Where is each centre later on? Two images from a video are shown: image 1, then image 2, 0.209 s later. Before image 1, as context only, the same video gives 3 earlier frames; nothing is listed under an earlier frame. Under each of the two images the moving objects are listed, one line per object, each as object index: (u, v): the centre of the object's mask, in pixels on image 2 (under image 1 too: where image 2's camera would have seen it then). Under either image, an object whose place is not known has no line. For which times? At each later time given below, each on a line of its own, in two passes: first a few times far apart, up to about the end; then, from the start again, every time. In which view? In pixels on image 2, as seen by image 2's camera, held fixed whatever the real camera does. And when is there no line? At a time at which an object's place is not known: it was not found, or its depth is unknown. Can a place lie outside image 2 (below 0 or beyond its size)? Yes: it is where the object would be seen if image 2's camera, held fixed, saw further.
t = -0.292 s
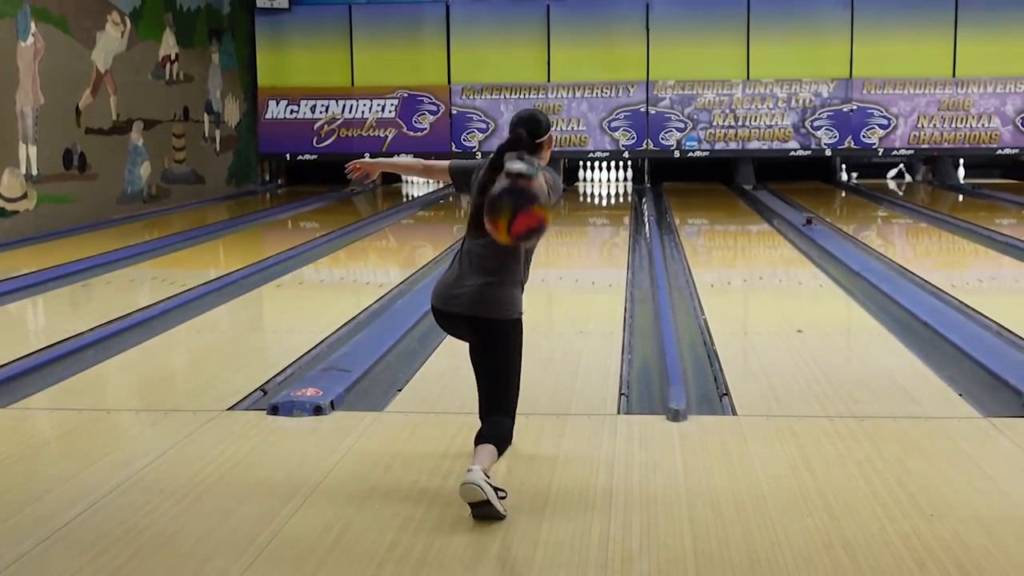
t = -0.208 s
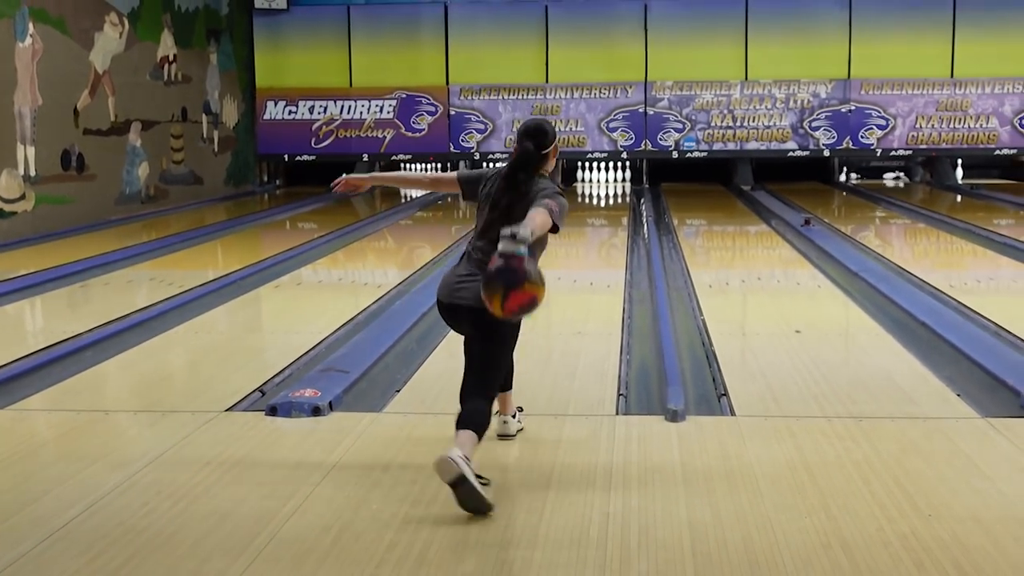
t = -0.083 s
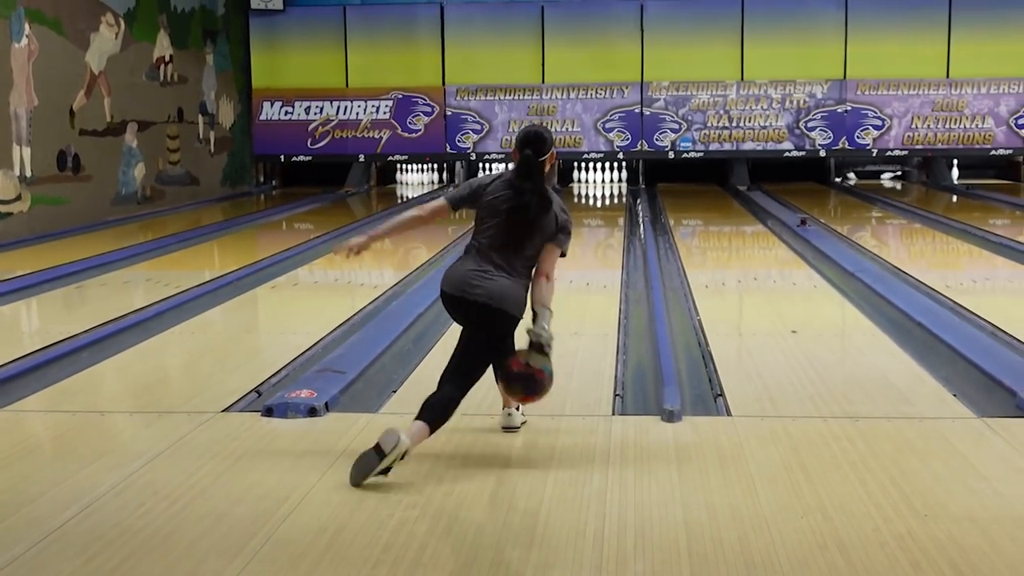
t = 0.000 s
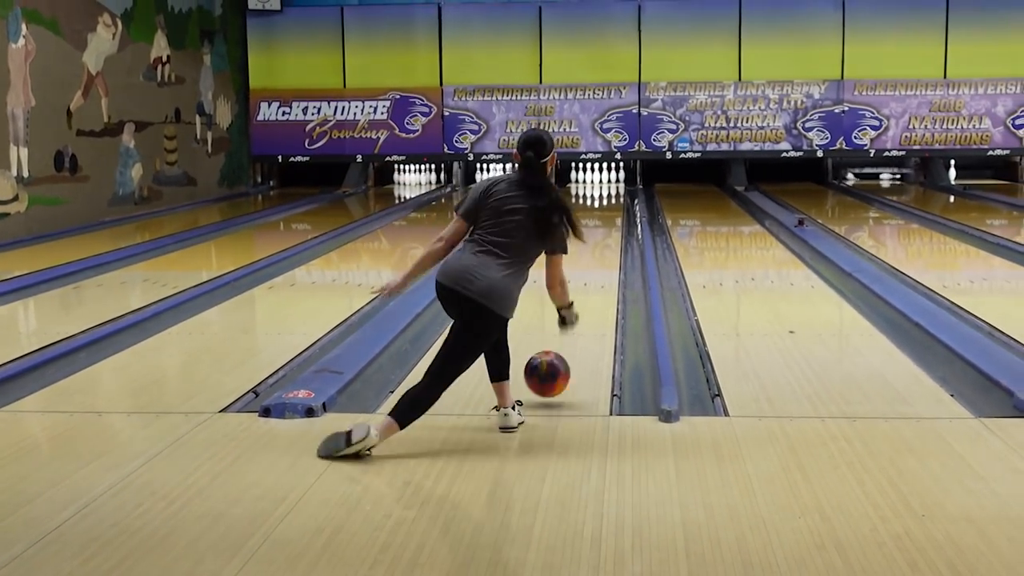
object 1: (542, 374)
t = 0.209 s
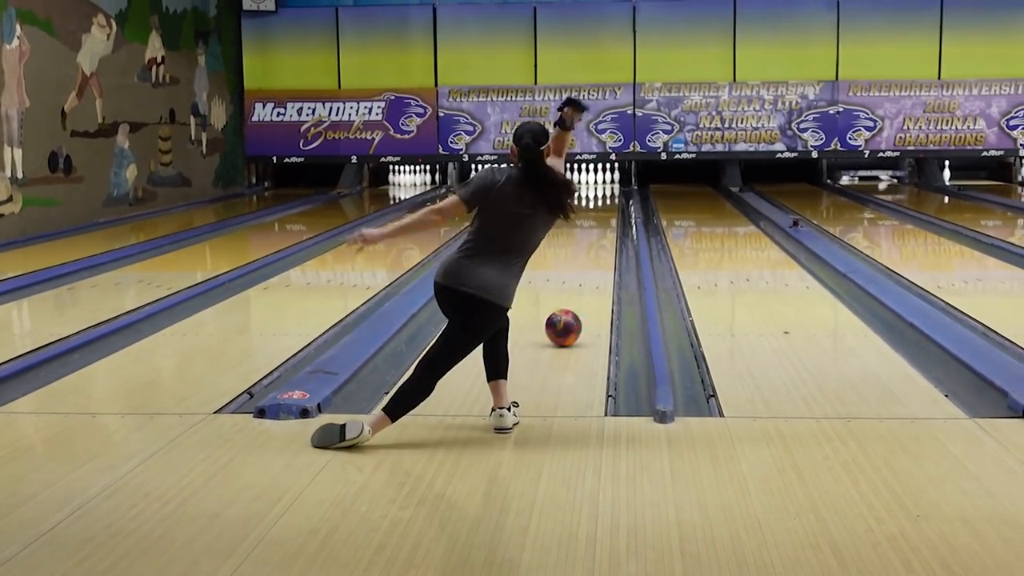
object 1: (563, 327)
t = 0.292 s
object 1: (569, 310)
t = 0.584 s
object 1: (584, 269)
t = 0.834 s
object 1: (592, 245)
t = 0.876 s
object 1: (593, 242)
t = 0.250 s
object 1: (566, 318)
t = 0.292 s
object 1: (569, 310)
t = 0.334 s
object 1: (572, 303)
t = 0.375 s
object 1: (574, 296)
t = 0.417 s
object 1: (577, 290)
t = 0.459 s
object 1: (579, 284)
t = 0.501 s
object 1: (580, 279)
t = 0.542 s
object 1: (582, 273)
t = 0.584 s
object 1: (584, 269)
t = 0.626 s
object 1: (585, 264)
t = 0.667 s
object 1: (587, 260)
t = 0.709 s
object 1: (588, 256)
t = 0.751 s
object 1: (589, 252)
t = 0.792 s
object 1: (591, 248)
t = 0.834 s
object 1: (592, 245)
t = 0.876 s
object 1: (593, 242)
